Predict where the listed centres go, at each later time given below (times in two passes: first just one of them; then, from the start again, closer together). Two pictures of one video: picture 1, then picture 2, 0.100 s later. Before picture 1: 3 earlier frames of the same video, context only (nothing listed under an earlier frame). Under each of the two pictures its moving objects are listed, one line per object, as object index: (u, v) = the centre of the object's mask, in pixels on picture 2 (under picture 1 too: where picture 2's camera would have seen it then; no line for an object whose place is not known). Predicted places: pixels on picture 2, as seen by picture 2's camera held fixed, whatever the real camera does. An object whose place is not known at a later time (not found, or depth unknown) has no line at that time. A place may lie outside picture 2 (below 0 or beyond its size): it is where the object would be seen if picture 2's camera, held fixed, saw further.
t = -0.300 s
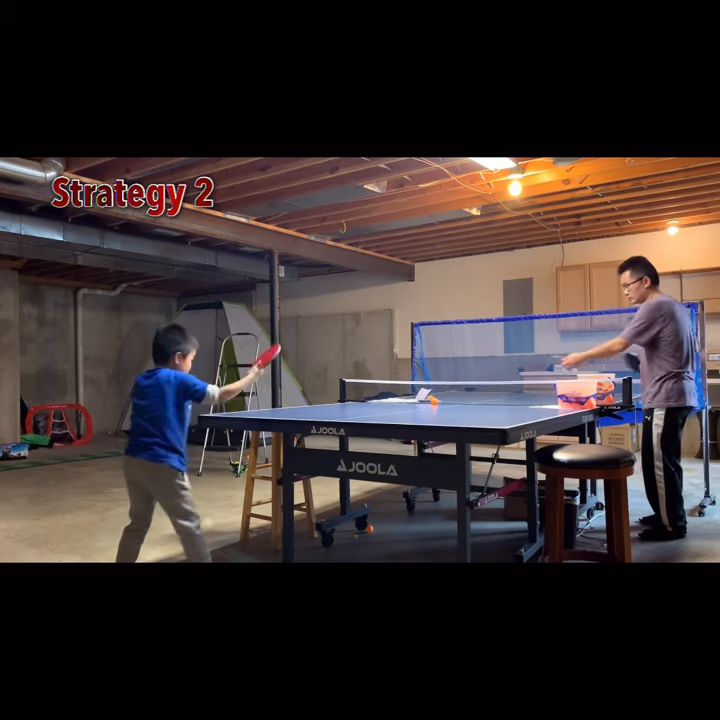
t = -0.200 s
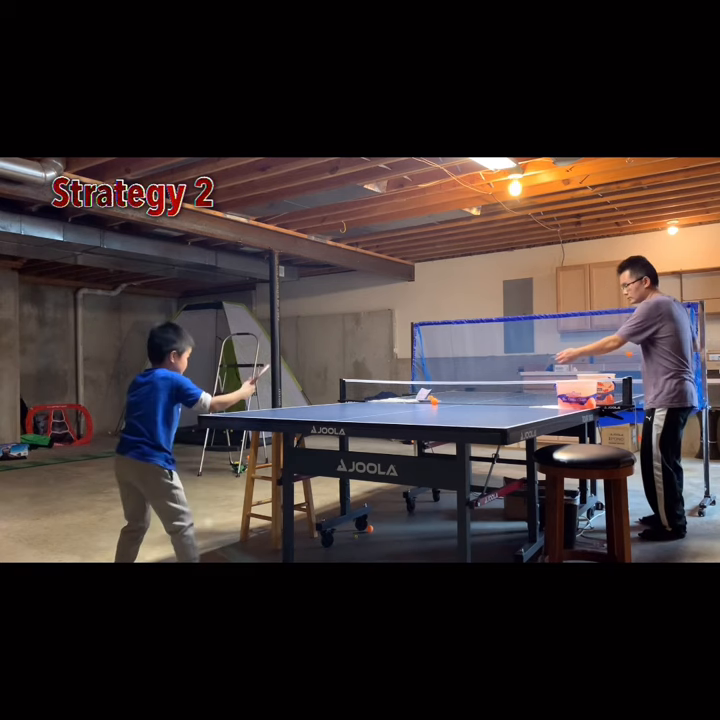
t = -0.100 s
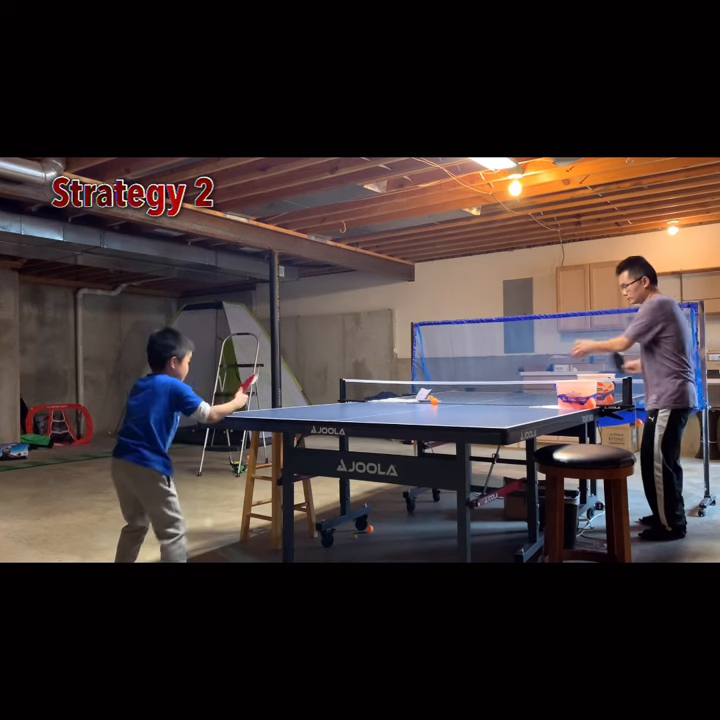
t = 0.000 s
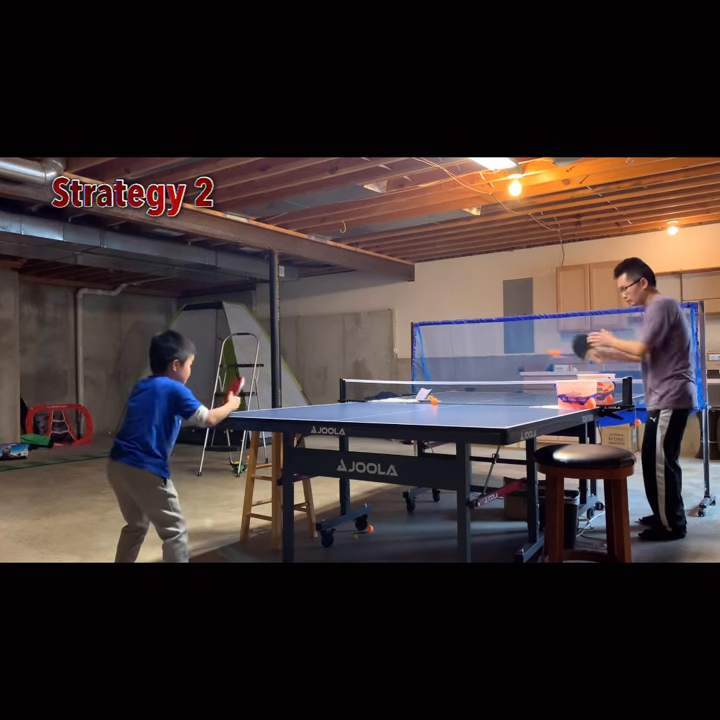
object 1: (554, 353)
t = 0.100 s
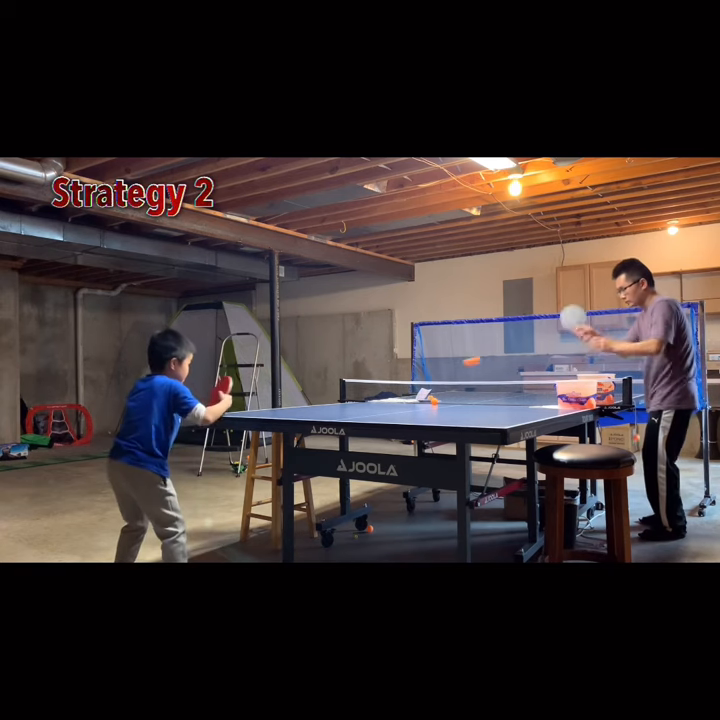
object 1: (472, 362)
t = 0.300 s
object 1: (311, 381)
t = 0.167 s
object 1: (417, 378)
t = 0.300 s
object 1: (311, 381)
